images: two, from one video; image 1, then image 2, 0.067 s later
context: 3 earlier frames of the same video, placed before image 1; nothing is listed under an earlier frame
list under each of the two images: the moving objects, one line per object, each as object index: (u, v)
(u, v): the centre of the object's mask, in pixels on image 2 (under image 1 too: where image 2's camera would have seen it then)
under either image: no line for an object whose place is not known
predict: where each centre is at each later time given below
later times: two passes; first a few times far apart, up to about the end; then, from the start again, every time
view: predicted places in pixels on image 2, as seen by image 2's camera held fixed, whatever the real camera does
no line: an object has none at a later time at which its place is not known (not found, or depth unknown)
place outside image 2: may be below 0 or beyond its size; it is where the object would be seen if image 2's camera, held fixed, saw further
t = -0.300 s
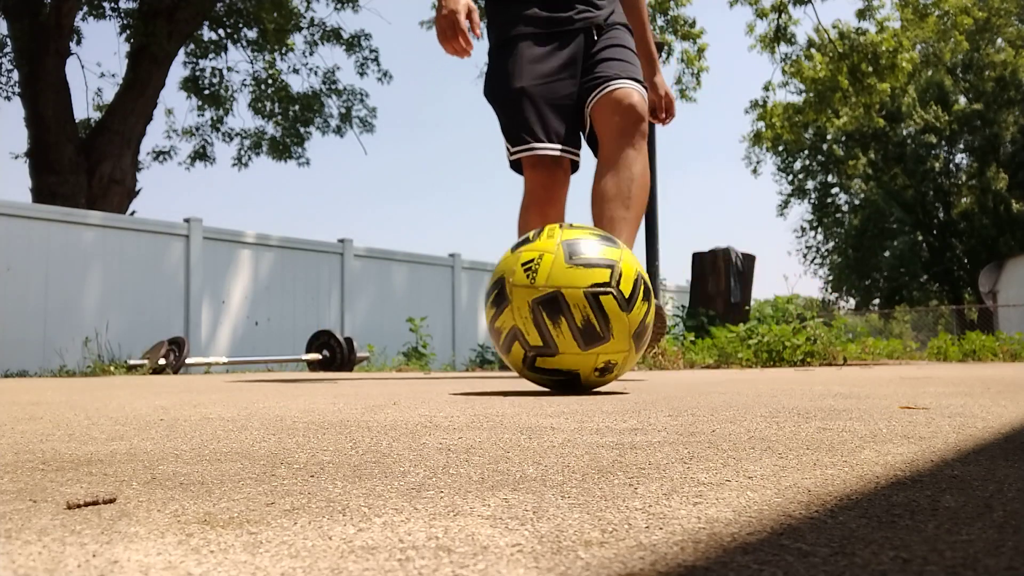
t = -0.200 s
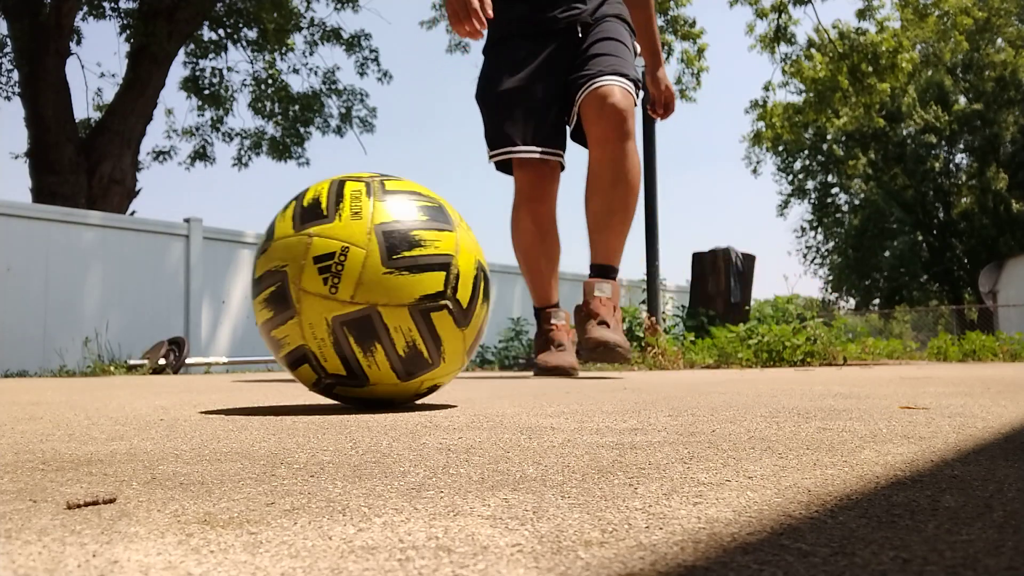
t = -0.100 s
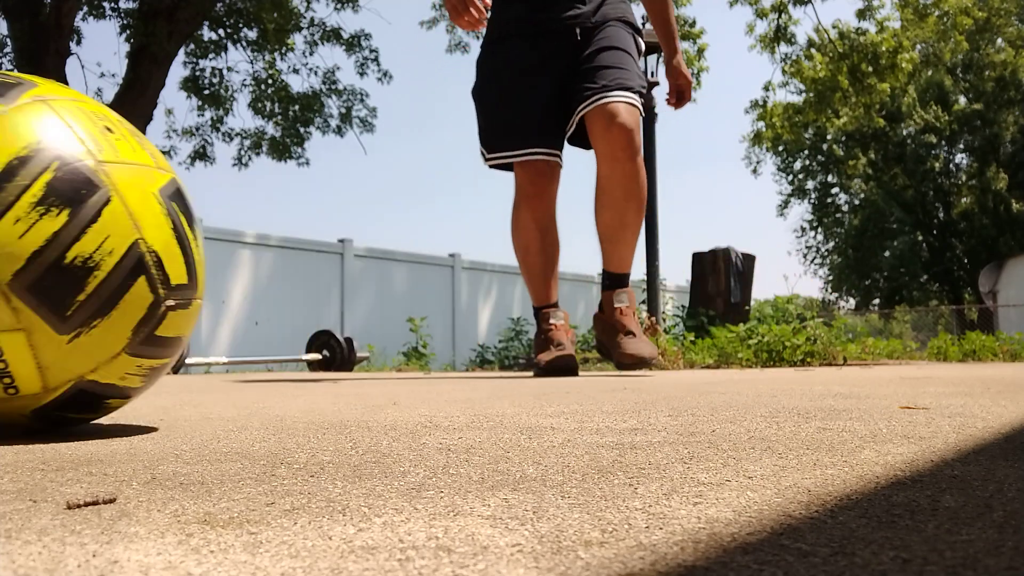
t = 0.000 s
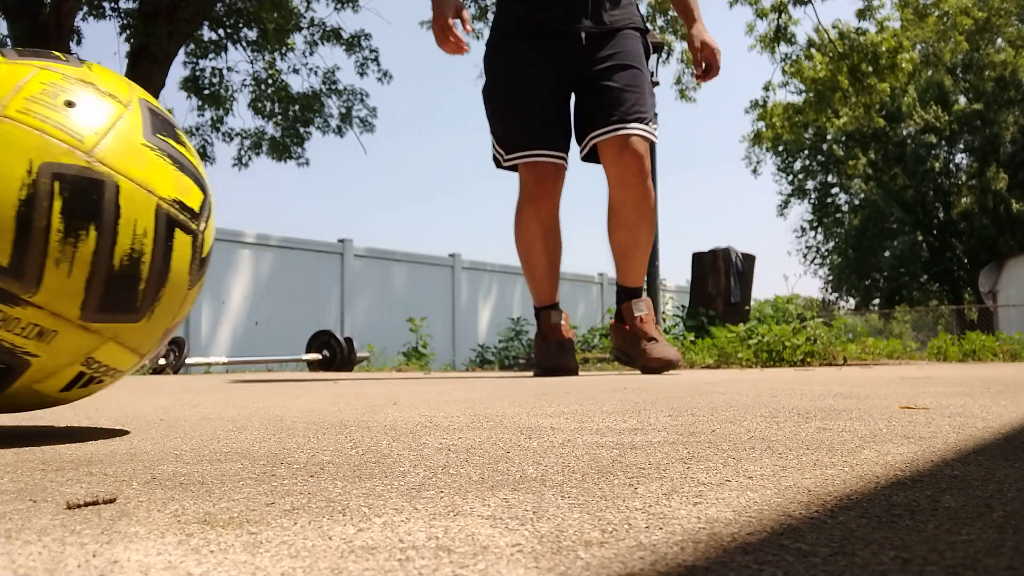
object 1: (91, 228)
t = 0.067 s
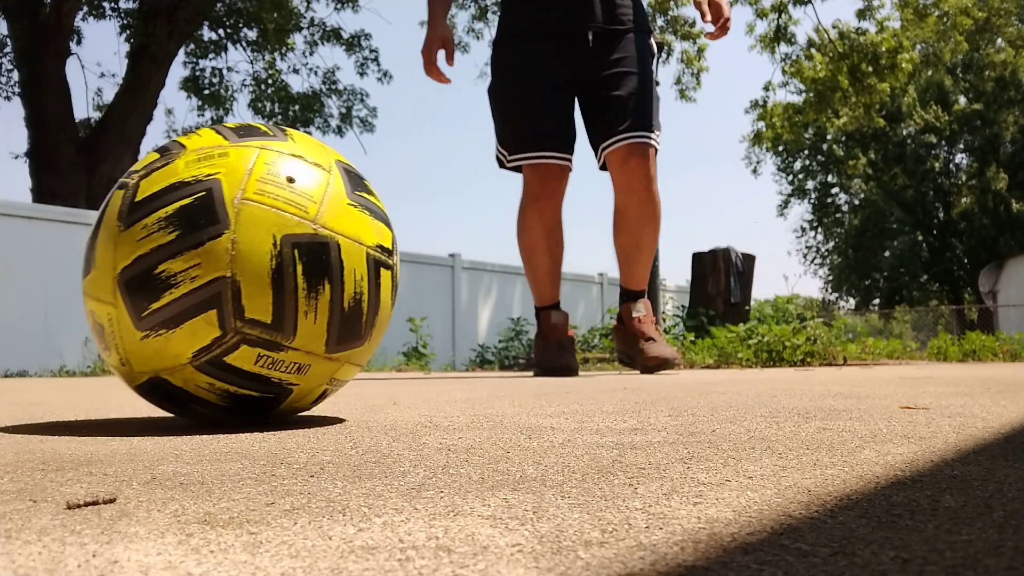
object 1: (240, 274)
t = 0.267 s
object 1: (535, 295)
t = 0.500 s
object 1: (703, 307)
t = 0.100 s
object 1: (314, 268)
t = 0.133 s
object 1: (377, 275)
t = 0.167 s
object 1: (431, 289)
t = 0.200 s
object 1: (469, 282)
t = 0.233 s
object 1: (504, 288)
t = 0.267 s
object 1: (535, 295)
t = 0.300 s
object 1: (564, 293)
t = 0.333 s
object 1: (590, 300)
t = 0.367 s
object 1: (615, 300)
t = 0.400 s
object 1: (639, 302)
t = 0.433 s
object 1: (662, 304)
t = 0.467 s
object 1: (683, 306)
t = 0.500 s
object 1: (703, 307)
